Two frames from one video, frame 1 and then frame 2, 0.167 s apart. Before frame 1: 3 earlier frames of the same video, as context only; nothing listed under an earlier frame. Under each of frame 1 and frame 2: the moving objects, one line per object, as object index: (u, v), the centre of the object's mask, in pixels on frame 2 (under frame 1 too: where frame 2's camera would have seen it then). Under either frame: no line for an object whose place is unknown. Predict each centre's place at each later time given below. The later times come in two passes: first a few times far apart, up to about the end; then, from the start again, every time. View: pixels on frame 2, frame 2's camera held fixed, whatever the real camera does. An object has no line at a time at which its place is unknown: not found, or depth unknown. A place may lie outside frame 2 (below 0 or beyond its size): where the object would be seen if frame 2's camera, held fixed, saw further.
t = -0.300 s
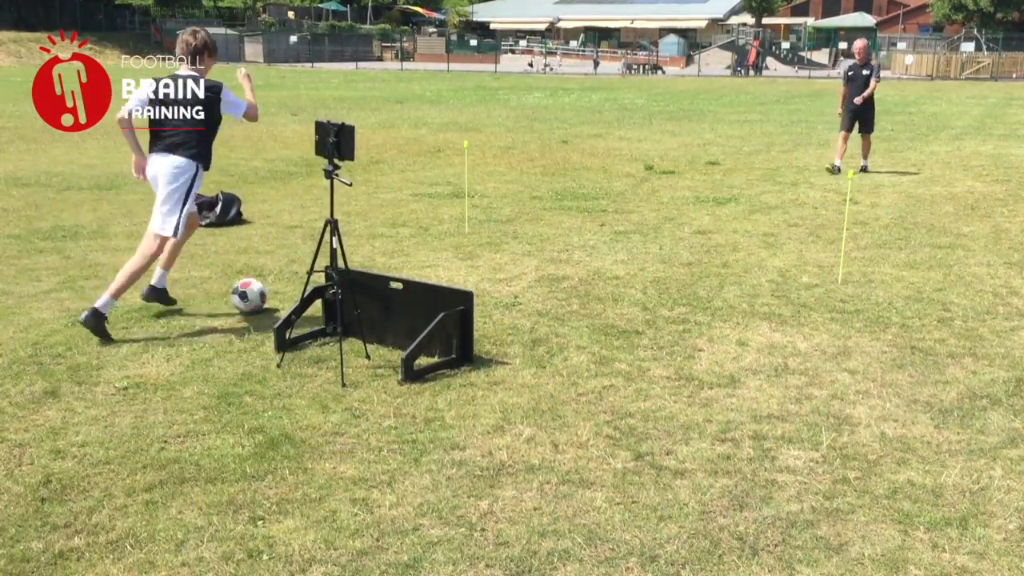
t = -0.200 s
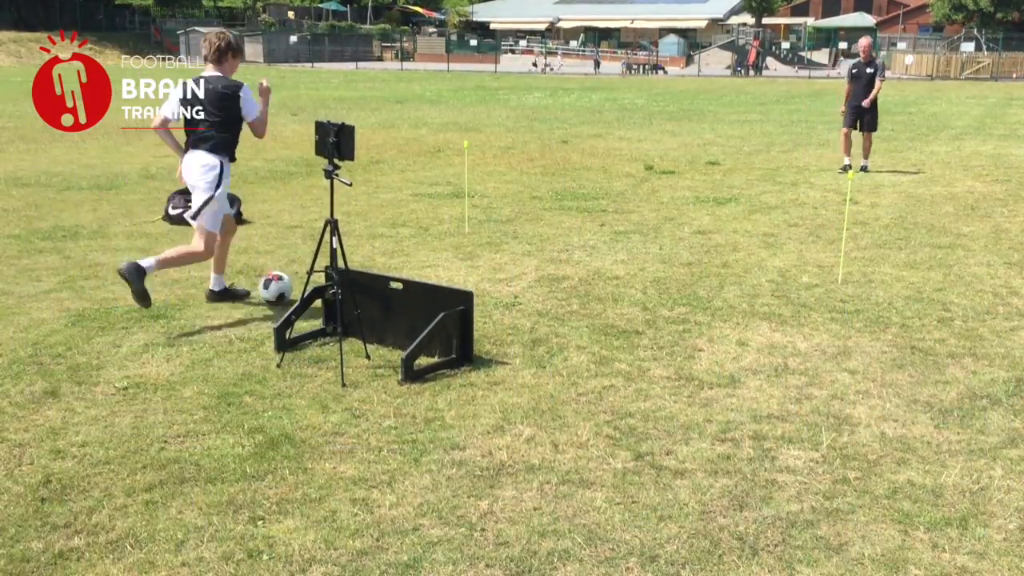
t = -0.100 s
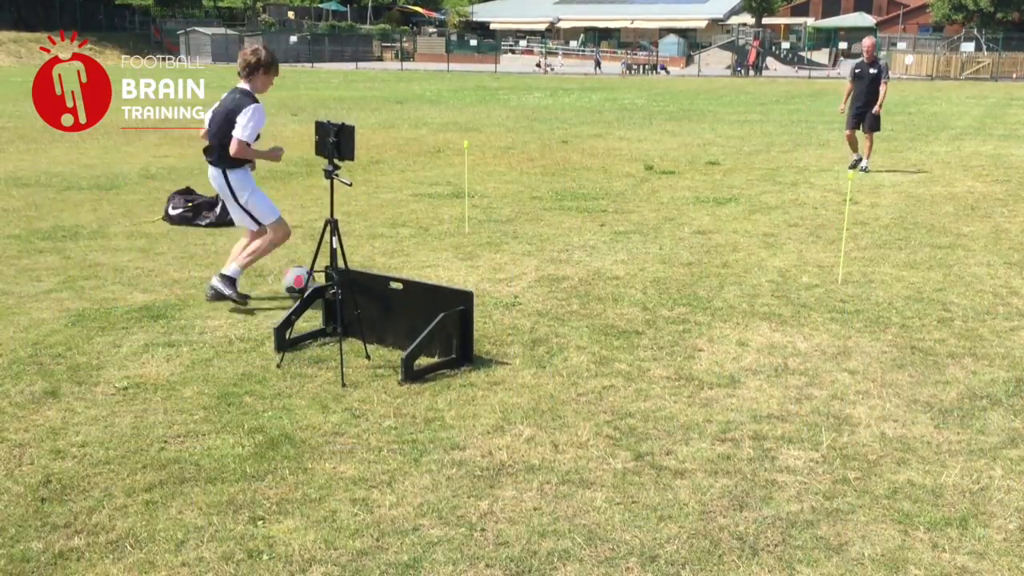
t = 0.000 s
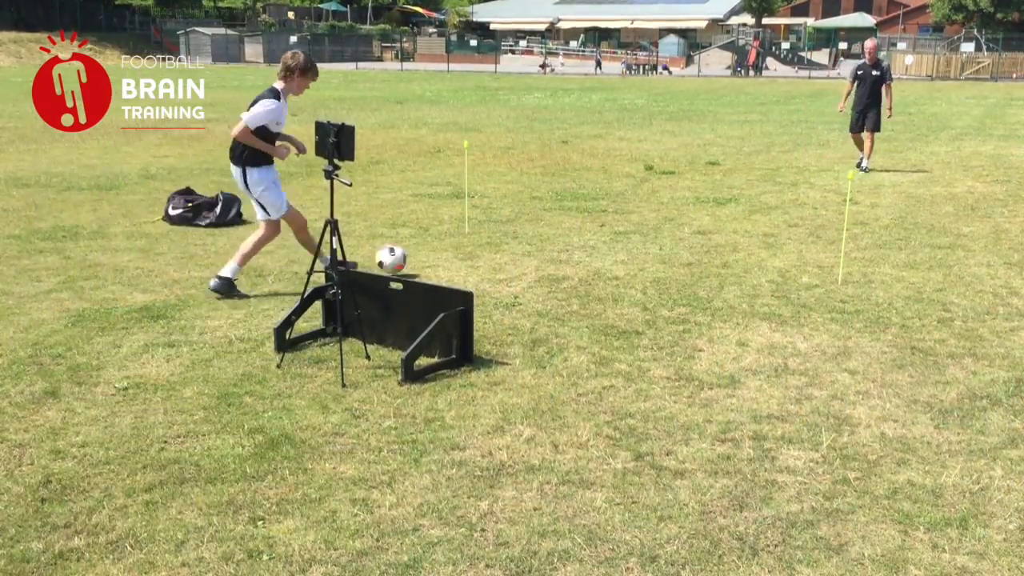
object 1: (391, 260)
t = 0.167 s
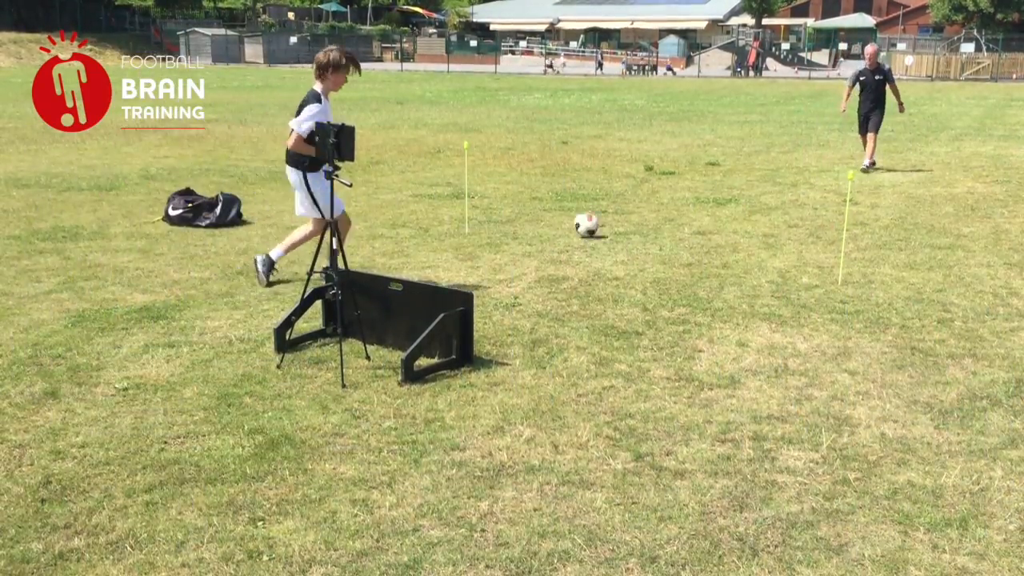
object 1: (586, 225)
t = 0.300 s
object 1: (690, 208)
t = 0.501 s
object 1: (798, 190)
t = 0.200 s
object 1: (615, 218)
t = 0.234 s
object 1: (642, 213)
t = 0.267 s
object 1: (667, 210)
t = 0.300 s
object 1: (690, 208)
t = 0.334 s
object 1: (711, 204)
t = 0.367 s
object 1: (731, 199)
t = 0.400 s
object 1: (750, 195)
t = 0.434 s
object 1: (767, 192)
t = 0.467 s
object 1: (783, 191)
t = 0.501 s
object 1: (798, 190)
